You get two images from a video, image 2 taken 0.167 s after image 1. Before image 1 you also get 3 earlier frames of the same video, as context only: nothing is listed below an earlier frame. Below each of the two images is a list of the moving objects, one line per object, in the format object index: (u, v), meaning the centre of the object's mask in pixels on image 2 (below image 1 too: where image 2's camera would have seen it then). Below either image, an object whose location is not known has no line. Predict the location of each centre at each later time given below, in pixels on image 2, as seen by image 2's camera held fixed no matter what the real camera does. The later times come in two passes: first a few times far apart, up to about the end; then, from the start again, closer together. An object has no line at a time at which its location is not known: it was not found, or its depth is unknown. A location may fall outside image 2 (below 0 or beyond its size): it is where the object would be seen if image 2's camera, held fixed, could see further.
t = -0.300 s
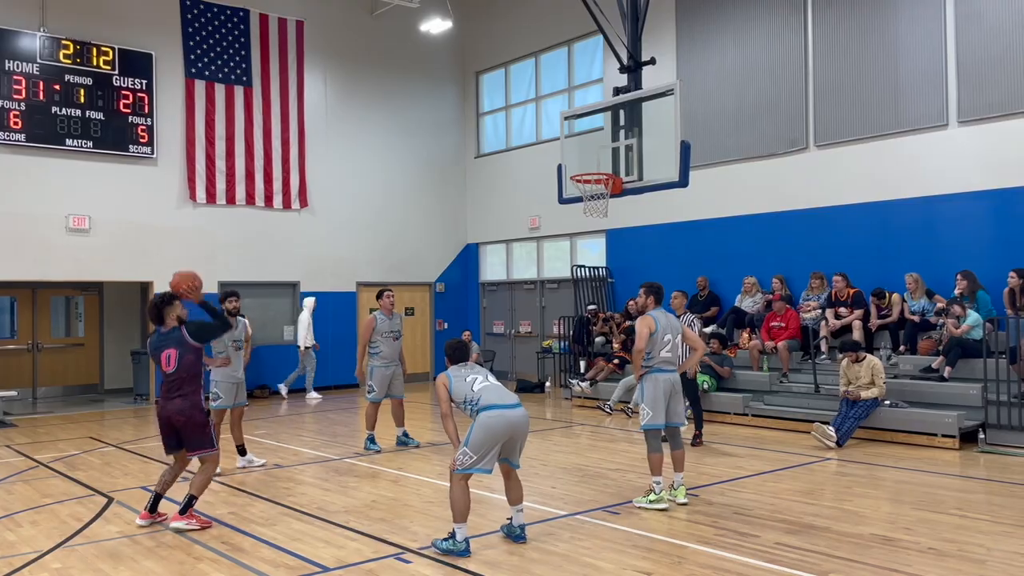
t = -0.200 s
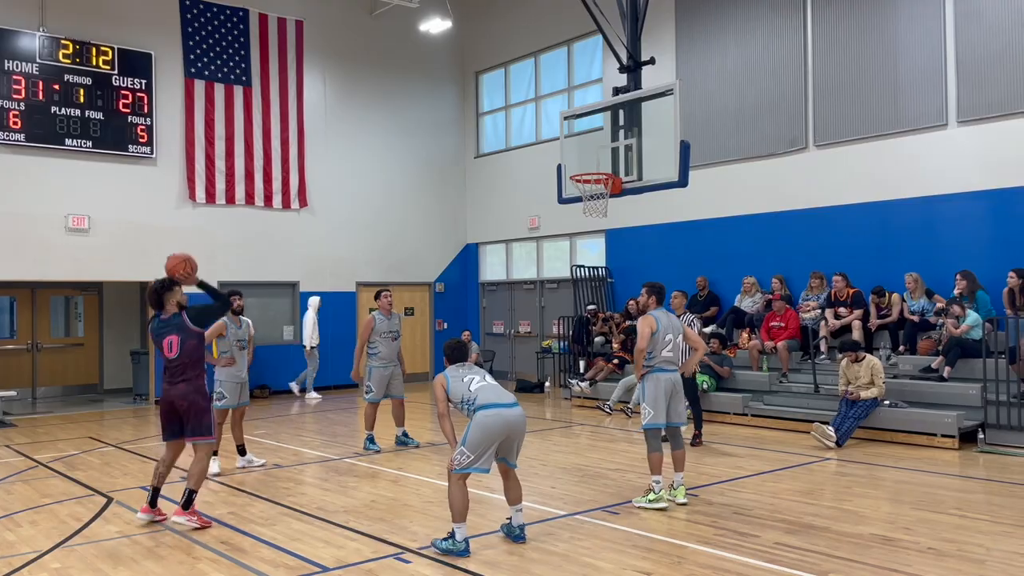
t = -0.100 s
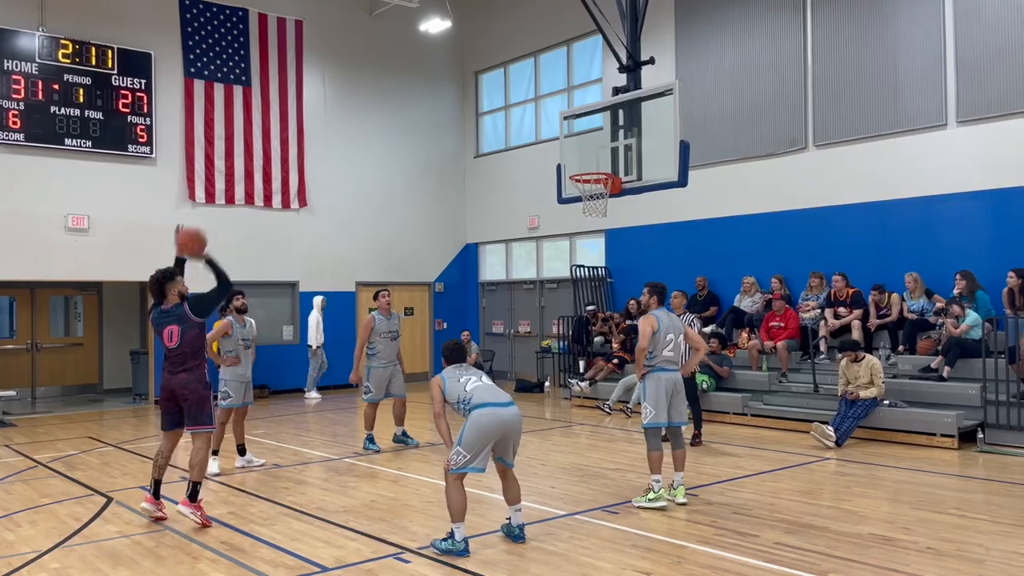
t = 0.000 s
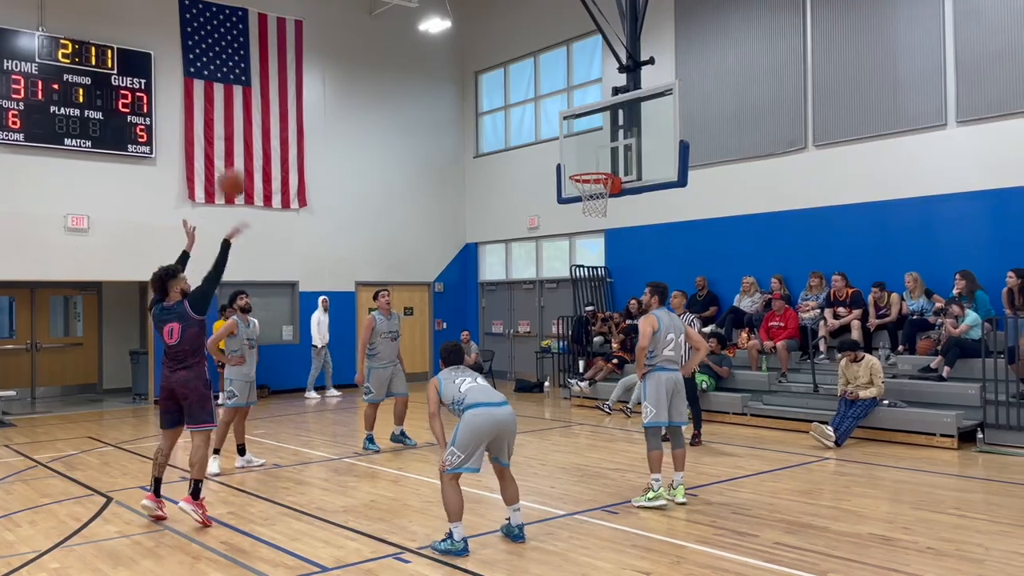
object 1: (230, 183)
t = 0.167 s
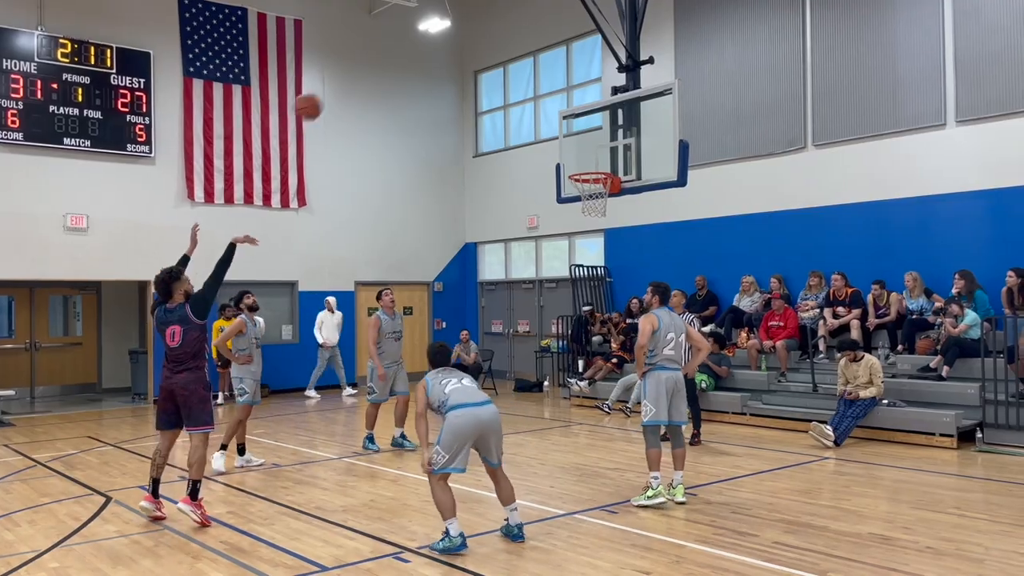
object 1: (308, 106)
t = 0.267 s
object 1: (350, 78)
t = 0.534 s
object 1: (451, 60)
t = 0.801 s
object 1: (536, 109)
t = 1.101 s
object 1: (608, 207)
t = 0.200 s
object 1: (322, 96)
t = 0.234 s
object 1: (337, 87)
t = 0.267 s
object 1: (350, 78)
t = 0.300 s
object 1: (364, 72)
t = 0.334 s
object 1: (377, 67)
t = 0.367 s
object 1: (389, 63)
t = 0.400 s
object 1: (403, 60)
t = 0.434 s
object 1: (414, 59)
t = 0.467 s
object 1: (427, 59)
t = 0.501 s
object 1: (439, 59)
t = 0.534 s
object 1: (451, 60)
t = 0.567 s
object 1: (462, 64)
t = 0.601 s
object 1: (473, 67)
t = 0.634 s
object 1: (484, 72)
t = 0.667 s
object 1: (495, 77)
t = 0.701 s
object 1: (505, 84)
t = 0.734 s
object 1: (515, 92)
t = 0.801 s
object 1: (536, 109)
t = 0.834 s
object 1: (545, 119)
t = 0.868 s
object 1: (556, 131)
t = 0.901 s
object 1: (565, 142)
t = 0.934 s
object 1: (574, 154)
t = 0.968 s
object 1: (582, 166)
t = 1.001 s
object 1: (589, 182)
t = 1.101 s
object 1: (608, 207)
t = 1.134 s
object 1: (611, 212)
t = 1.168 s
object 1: (614, 218)
